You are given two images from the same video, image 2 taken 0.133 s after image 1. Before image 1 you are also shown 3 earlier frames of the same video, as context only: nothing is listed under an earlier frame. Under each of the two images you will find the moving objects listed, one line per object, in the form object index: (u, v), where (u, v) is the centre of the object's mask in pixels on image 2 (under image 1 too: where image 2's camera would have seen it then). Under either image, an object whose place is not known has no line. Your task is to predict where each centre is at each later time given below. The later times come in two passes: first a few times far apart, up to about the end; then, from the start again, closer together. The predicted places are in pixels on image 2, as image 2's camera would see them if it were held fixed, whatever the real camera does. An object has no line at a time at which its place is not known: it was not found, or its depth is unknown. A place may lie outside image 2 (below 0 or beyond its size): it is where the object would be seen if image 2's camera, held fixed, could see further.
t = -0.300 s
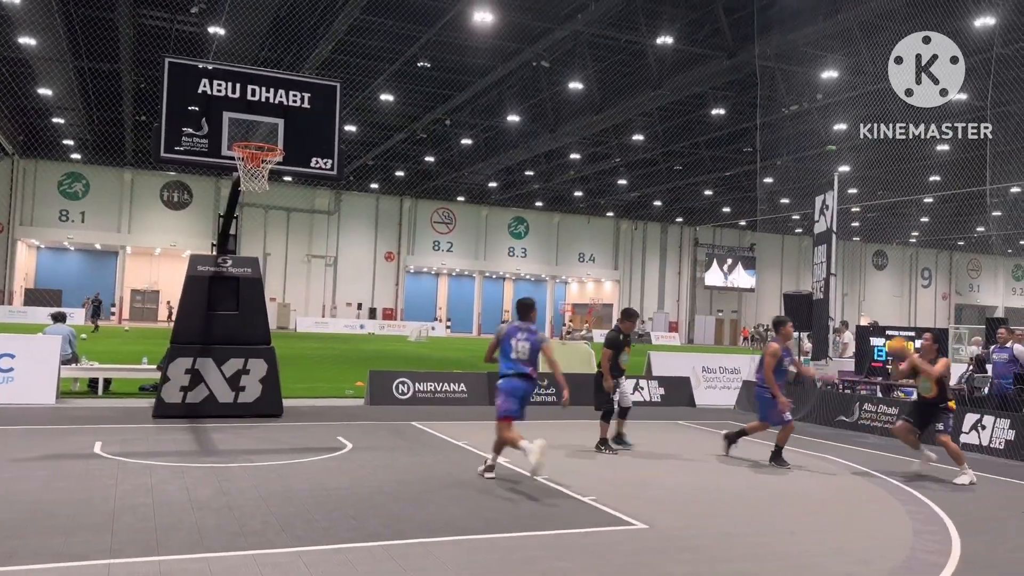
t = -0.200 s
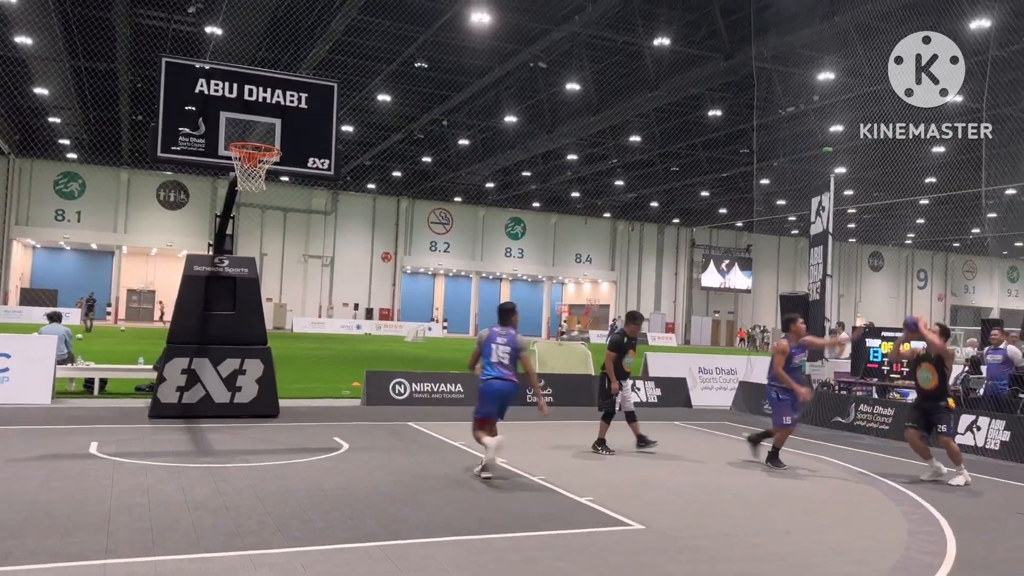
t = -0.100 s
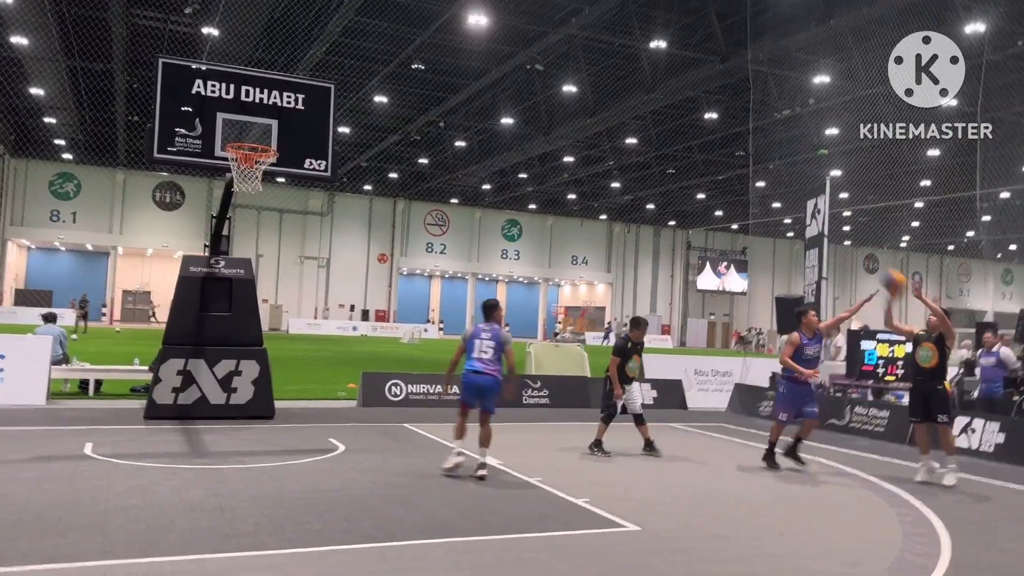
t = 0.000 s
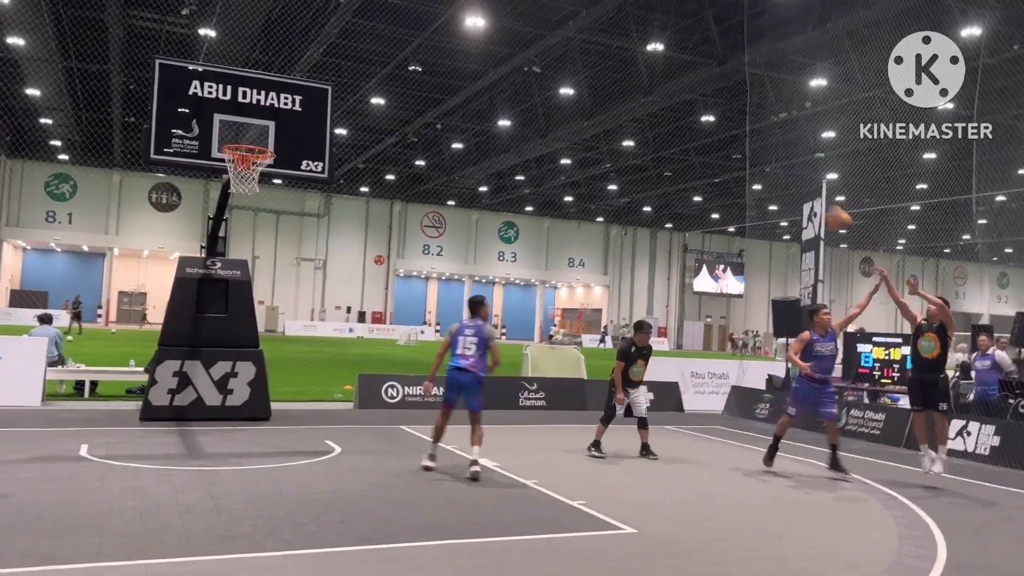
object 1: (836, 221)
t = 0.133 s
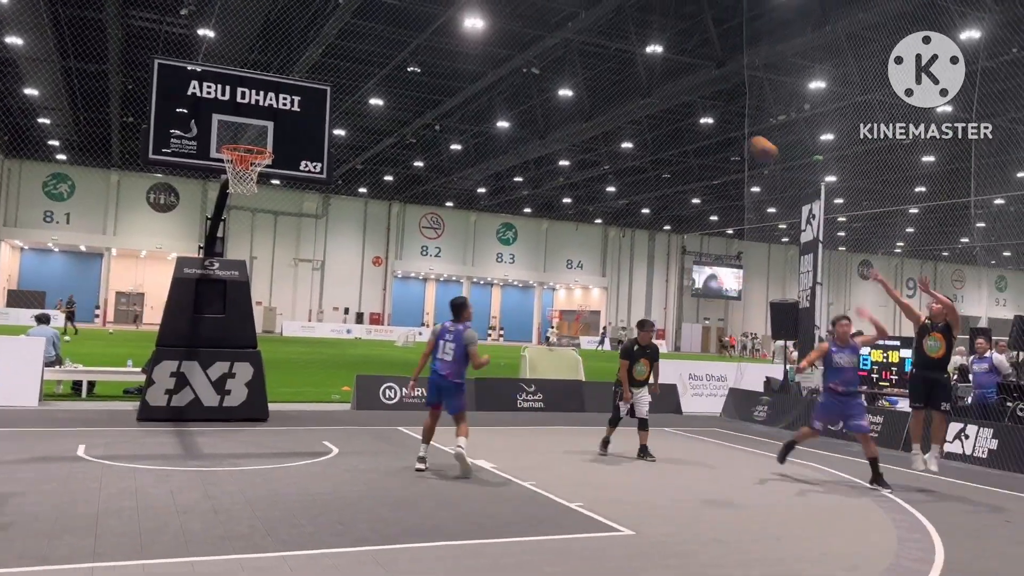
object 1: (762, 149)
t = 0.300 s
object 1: (672, 84)
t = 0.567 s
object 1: (528, 31)
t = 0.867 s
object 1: (365, 48)
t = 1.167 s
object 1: (217, 130)
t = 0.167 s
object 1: (745, 134)
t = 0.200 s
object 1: (727, 121)
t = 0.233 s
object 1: (709, 107)
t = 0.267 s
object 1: (691, 96)
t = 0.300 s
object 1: (672, 84)
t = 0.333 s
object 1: (653, 73)
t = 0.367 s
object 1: (635, 63)
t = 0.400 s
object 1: (618, 55)
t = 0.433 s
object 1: (600, 49)
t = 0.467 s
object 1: (583, 43)
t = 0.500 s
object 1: (565, 39)
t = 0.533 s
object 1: (547, 35)
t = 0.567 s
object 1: (528, 31)
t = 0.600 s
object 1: (511, 29)
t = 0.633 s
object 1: (495, 25)
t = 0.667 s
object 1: (475, 28)
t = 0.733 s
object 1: (439, 31)
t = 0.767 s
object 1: (421, 34)
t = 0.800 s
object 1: (403, 38)
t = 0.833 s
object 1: (384, 42)
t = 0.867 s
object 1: (365, 48)
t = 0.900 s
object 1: (347, 55)
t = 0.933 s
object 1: (329, 62)
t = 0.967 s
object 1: (309, 70)
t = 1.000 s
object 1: (292, 81)
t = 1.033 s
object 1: (273, 91)
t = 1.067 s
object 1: (253, 106)
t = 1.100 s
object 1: (238, 115)
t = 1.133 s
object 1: (228, 123)
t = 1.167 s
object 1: (217, 130)
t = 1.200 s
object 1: (206, 139)
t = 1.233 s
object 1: (197, 148)
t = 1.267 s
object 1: (183, 161)
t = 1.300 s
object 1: (173, 172)
